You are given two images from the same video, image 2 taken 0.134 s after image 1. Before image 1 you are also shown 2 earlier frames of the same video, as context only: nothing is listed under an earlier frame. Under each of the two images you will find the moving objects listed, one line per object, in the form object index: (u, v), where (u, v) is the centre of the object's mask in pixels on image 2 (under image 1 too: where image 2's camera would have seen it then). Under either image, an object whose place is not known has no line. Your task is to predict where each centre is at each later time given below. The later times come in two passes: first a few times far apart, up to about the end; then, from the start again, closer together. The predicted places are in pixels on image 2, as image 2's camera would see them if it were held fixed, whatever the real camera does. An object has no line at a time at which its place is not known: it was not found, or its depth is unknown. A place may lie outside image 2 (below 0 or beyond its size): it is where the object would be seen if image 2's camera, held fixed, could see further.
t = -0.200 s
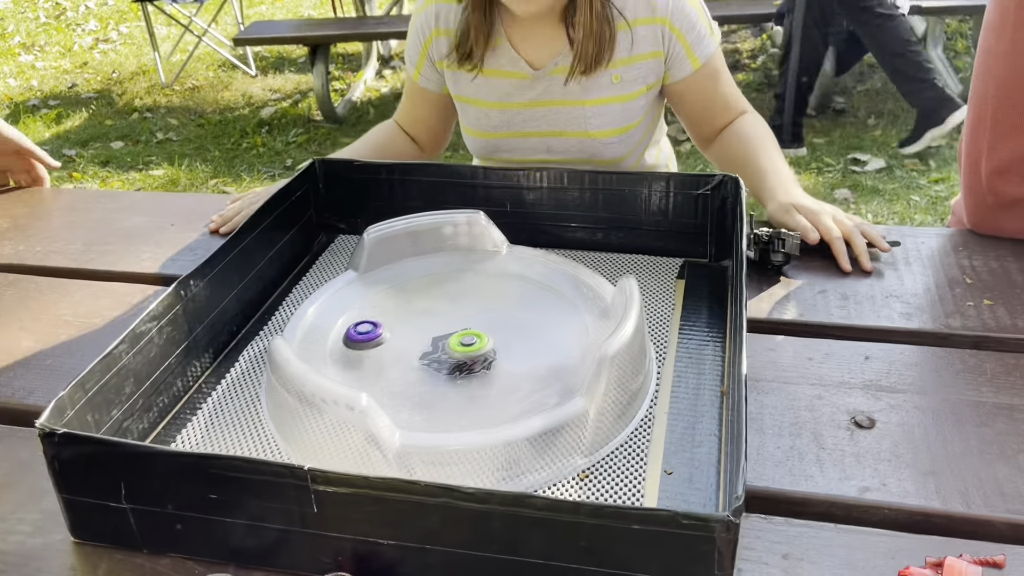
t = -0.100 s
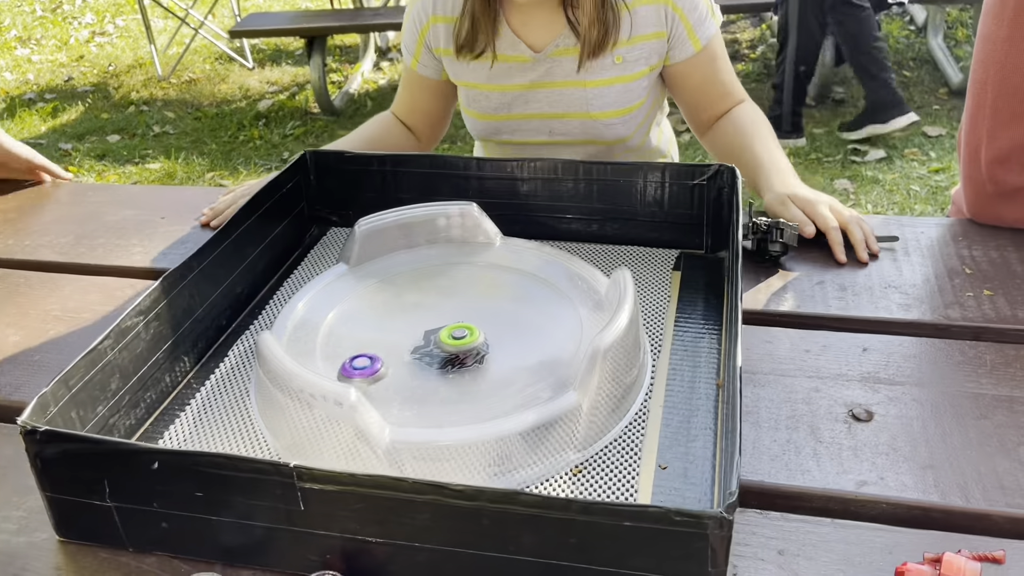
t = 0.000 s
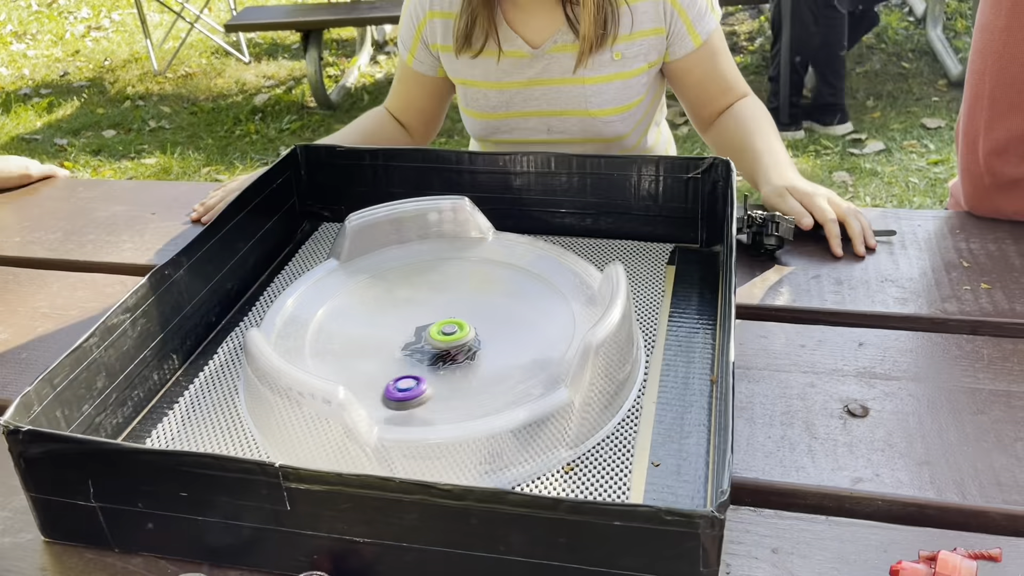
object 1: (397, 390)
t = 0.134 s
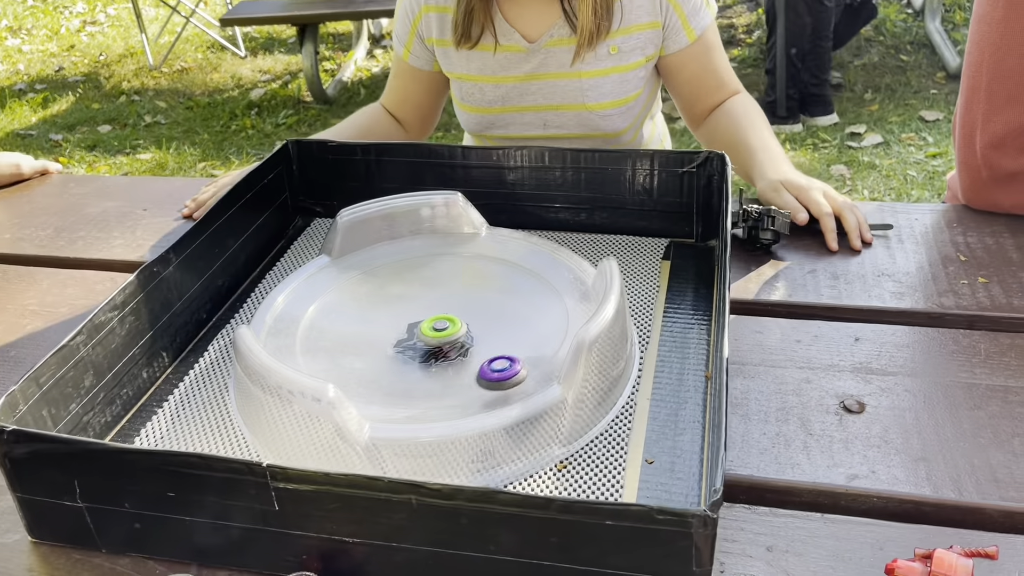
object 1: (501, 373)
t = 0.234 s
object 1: (555, 330)
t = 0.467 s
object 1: (487, 262)
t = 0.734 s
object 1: (321, 316)
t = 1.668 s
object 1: (318, 290)
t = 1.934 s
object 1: (372, 388)
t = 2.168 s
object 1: (542, 342)
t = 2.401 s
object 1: (517, 255)
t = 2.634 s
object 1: (365, 260)
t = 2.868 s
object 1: (314, 348)
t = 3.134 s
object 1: (502, 368)
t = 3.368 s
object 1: (549, 276)
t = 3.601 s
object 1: (420, 250)
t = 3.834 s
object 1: (329, 327)
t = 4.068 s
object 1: (453, 380)
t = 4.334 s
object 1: (559, 291)
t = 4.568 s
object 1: (448, 258)
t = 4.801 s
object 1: (345, 330)
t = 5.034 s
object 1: (450, 385)
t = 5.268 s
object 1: (562, 313)
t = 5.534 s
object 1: (452, 267)
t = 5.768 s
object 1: (336, 328)
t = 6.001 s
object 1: (419, 392)
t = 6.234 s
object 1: (549, 330)
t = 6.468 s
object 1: (482, 269)
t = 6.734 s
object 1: (329, 307)
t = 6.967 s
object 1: (372, 384)
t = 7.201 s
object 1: (526, 351)
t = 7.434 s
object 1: (519, 269)
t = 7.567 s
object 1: (449, 252)
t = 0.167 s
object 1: (524, 360)
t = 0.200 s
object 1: (543, 346)
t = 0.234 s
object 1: (555, 330)
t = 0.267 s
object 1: (561, 315)
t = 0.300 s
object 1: (560, 301)
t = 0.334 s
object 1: (553, 289)
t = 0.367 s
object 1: (541, 278)
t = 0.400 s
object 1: (526, 270)
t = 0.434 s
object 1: (508, 265)
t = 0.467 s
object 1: (487, 262)
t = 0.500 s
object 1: (464, 261)
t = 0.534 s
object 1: (440, 263)
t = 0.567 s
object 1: (415, 267)
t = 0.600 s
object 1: (392, 273)
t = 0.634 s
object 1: (370, 281)
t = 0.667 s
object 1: (350, 292)
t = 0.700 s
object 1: (334, 303)
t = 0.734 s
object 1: (321, 316)
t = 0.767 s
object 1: (313, 330)
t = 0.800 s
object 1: (309, 344)
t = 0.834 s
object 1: (312, 357)
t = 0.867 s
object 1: (327, 367)
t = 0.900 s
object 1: (348, 378)
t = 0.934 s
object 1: (370, 387)
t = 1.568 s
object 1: (377, 265)
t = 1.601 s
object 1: (355, 272)
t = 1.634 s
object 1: (335, 280)
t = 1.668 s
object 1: (318, 290)
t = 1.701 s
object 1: (306, 303)
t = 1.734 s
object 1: (299, 317)
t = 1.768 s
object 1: (300, 332)
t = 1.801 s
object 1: (302, 347)
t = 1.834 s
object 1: (313, 359)
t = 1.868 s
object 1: (330, 369)
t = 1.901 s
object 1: (351, 379)
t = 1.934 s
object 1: (372, 388)
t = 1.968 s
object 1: (401, 392)
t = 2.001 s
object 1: (430, 392)
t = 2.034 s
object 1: (459, 387)
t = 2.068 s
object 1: (486, 379)
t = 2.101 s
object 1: (509, 368)
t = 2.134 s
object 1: (527, 356)
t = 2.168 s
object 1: (542, 342)
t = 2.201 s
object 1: (552, 327)
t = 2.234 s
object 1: (557, 313)
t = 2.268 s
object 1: (557, 298)
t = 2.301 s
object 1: (553, 285)
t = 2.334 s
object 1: (544, 273)
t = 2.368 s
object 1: (532, 263)
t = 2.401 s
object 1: (517, 255)
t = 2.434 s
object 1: (498, 249)
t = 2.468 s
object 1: (477, 245)
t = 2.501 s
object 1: (455, 244)
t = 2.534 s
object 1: (432, 244)
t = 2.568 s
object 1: (409, 248)
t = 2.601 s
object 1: (387, 253)
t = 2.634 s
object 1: (365, 260)
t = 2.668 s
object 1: (346, 270)
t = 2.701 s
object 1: (330, 280)
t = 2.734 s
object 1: (317, 292)
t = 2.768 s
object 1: (309, 305)
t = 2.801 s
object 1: (305, 319)
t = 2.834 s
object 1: (306, 334)
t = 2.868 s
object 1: (314, 348)
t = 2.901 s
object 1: (327, 360)
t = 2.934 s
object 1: (347, 370)
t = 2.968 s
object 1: (368, 379)
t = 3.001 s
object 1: (394, 384)
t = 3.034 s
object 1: (421, 385)
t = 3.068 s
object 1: (450, 383)
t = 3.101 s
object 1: (477, 377)
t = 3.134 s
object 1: (502, 368)
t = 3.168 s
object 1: (524, 357)
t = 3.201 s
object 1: (543, 343)
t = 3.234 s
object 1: (556, 329)
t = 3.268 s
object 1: (562, 315)
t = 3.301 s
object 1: (564, 300)
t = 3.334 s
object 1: (558, 288)
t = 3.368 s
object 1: (549, 276)
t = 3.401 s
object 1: (536, 265)
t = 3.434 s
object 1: (521, 258)
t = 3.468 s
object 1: (503, 252)
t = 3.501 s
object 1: (483, 247)
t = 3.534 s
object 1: (463, 246)
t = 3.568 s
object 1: (442, 246)
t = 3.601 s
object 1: (420, 250)
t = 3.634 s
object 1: (399, 255)
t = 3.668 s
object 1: (379, 263)
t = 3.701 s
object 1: (362, 273)
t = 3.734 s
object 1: (347, 285)
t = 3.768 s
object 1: (336, 298)
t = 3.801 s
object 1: (331, 312)
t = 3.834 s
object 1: (329, 327)
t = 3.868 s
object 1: (333, 341)
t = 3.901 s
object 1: (342, 354)
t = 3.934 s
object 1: (358, 366)
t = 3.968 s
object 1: (377, 374)
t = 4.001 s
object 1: (401, 379)
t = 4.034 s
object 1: (427, 382)
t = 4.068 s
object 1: (453, 380)
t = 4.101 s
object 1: (481, 376)
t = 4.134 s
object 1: (506, 369)
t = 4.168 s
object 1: (529, 359)
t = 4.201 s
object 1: (543, 346)
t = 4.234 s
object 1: (553, 331)
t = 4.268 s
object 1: (561, 317)
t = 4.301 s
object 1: (563, 304)
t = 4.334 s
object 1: (559, 291)
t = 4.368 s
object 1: (551, 279)
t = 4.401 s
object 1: (540, 269)
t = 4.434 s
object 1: (525, 261)
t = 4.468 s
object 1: (508, 256)
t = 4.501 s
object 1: (489, 255)
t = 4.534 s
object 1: (469, 256)
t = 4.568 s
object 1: (448, 258)
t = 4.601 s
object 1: (426, 264)
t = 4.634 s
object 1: (406, 271)
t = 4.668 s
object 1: (386, 280)
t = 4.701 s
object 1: (370, 290)
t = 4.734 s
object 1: (357, 303)
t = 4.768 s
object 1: (348, 316)
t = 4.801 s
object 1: (345, 330)
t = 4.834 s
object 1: (345, 343)
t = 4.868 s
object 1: (352, 356)
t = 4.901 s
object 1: (363, 366)
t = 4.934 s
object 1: (381, 375)
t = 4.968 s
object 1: (401, 381)
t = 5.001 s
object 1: (425, 385)
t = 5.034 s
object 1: (450, 385)
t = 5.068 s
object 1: (475, 383)
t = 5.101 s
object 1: (498, 374)
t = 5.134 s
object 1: (518, 364)
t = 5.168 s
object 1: (537, 353)
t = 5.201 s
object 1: (548, 339)
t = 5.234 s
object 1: (557, 326)
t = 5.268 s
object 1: (562, 313)
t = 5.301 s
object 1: (561, 300)
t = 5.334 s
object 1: (555, 289)
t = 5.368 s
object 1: (544, 280)
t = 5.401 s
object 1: (530, 273)
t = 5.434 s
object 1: (513, 268)
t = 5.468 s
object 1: (493, 266)
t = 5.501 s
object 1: (473, 265)
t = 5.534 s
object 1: (452, 267)
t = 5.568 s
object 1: (430, 271)
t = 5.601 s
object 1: (408, 276)
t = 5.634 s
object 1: (388, 283)
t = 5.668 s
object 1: (370, 293)
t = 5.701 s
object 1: (355, 304)
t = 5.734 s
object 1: (344, 315)
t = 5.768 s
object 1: (336, 328)
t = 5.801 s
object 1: (333, 341)
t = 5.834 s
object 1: (336, 353)
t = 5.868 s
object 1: (344, 365)
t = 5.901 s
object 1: (357, 375)
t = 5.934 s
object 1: (375, 383)
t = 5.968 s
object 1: (395, 389)
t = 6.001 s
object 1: (419, 392)
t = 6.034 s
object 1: (445, 388)
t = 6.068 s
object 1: (471, 383)
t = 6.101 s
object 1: (495, 375)
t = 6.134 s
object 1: (514, 365)
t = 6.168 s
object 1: (530, 355)
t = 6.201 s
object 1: (542, 342)
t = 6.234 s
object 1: (549, 330)
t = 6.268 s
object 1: (552, 317)
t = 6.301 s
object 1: (549, 305)
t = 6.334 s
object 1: (542, 295)
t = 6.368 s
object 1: (531, 285)
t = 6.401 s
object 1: (517, 278)
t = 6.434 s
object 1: (500, 272)
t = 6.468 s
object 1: (482, 269)
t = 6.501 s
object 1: (461, 267)
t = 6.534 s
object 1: (440, 267)
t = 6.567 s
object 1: (418, 269)
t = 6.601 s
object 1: (397, 274)
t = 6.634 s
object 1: (376, 279)
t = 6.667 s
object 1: (358, 287)
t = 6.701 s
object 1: (342, 296)
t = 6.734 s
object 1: (329, 307)
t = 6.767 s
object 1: (320, 319)
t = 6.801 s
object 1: (316, 332)
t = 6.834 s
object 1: (316, 345)
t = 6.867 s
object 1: (323, 357)
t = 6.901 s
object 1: (336, 367)
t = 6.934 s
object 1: (353, 377)
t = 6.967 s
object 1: (372, 384)
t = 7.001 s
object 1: (396, 388)
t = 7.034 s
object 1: (421, 389)
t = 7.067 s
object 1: (446, 387)
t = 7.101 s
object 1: (470, 381)
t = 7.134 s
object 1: (492, 373)
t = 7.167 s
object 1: (510, 363)
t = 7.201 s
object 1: (526, 351)
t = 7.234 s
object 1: (537, 338)
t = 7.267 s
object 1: (545, 325)
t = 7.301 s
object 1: (548, 312)
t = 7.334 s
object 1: (546, 300)
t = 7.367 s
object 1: (541, 288)
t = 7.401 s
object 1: (531, 278)
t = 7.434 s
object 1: (519, 269)
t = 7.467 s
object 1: (504, 262)
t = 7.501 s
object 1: (488, 257)
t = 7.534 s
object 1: (469, 254)
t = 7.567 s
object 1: (449, 252)
